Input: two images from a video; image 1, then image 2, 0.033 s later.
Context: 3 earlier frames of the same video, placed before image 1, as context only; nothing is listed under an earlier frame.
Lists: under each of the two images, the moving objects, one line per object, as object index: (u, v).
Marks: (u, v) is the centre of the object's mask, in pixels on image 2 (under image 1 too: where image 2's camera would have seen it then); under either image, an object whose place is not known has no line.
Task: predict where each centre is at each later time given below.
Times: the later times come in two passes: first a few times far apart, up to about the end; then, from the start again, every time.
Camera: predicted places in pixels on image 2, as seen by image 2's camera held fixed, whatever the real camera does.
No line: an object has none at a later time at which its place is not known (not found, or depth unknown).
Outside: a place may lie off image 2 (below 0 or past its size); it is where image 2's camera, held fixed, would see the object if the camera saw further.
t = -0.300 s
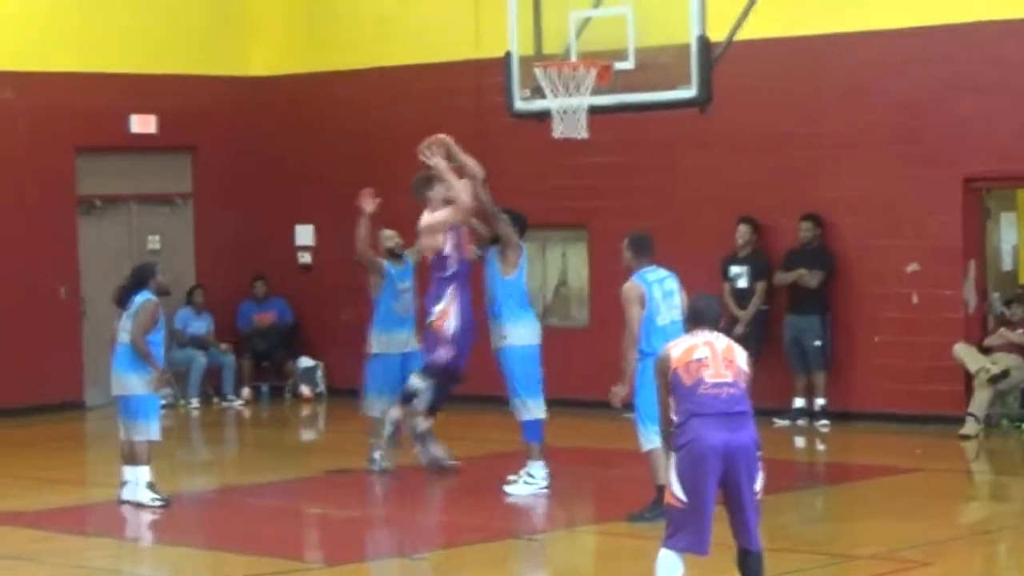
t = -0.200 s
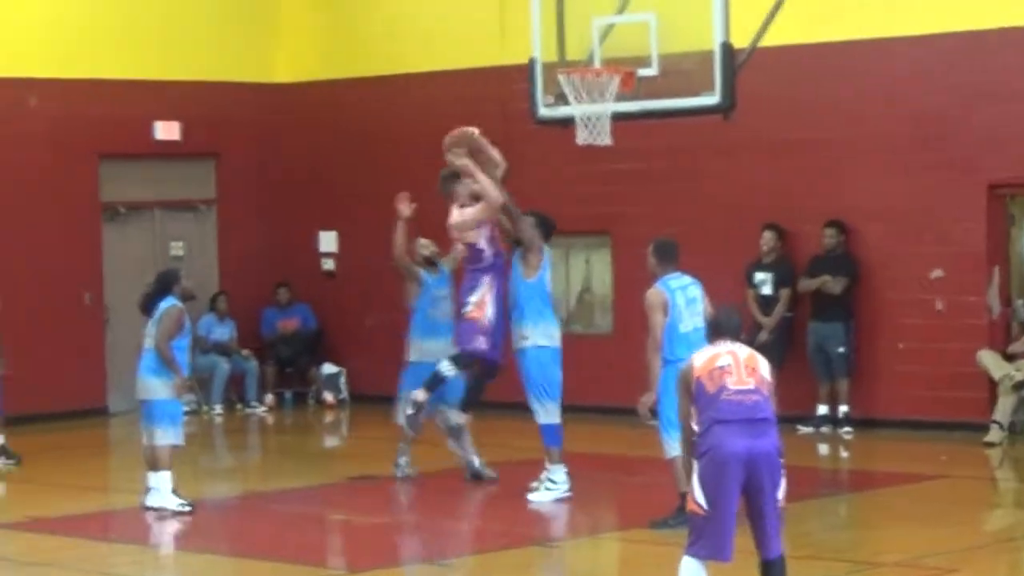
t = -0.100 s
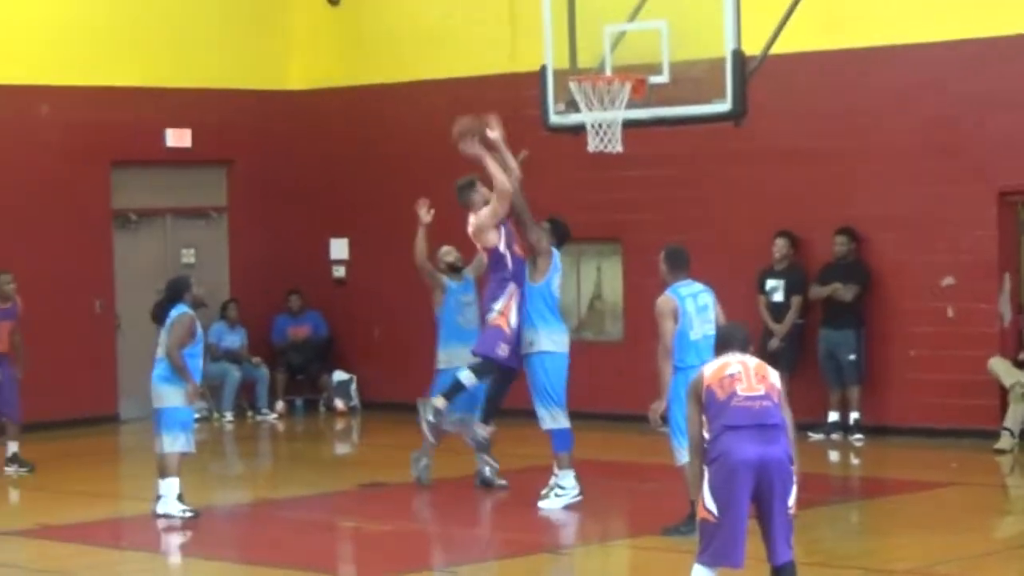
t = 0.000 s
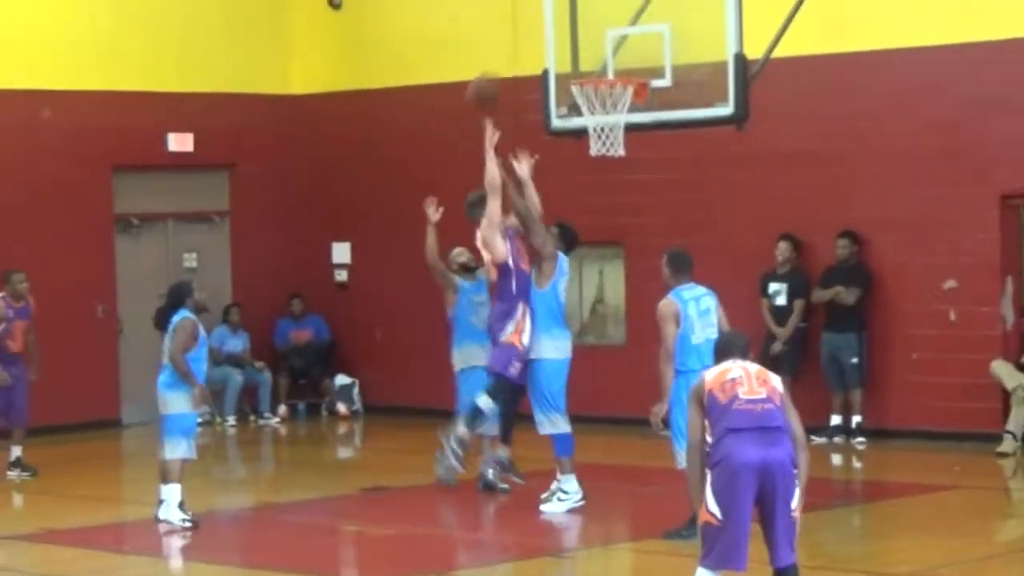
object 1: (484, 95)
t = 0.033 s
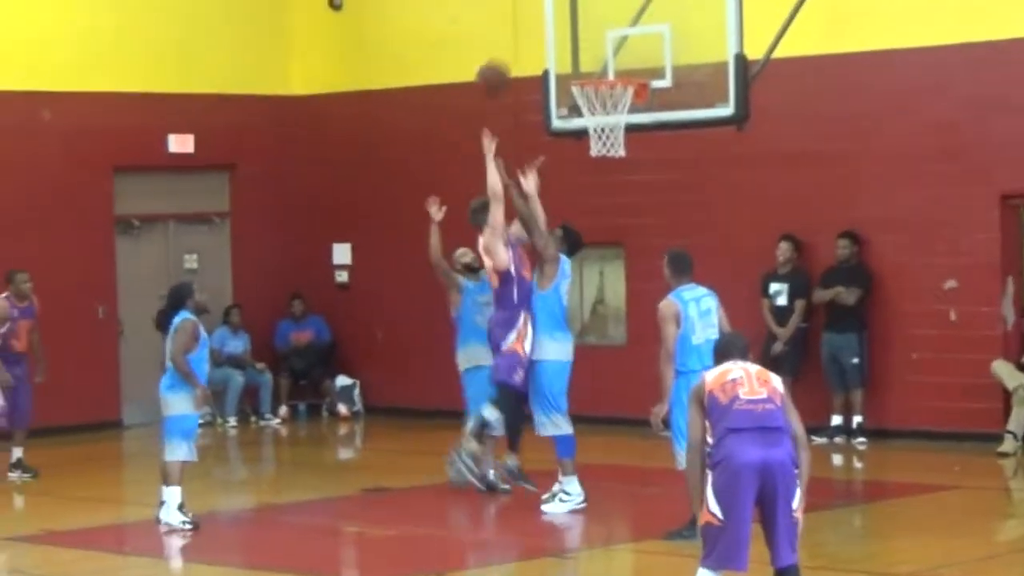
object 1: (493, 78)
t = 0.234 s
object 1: (536, 25)
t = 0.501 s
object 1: (593, 41)
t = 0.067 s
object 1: (500, 64)
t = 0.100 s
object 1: (507, 53)
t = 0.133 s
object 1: (514, 44)
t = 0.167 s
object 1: (521, 36)
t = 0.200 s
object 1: (528, 30)
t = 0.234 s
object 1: (536, 25)
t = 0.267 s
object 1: (543, 22)
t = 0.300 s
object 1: (550, 20)
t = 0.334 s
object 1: (557, 20)
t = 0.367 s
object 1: (564, 22)
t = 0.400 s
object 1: (572, 25)
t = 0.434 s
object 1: (579, 28)
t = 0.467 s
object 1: (587, 33)
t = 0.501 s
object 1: (593, 41)
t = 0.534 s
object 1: (600, 49)
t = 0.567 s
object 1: (608, 60)
